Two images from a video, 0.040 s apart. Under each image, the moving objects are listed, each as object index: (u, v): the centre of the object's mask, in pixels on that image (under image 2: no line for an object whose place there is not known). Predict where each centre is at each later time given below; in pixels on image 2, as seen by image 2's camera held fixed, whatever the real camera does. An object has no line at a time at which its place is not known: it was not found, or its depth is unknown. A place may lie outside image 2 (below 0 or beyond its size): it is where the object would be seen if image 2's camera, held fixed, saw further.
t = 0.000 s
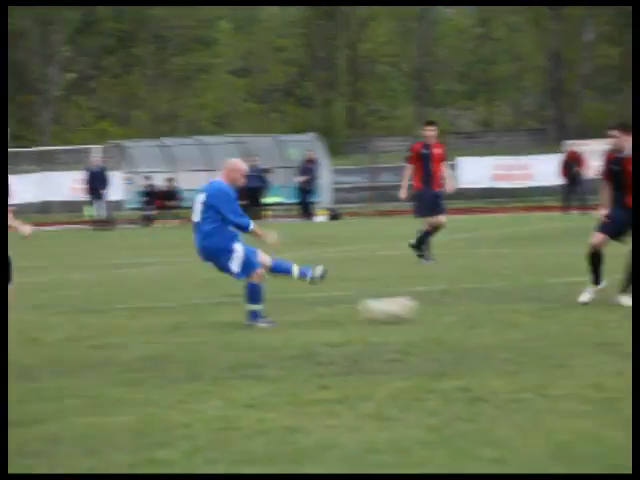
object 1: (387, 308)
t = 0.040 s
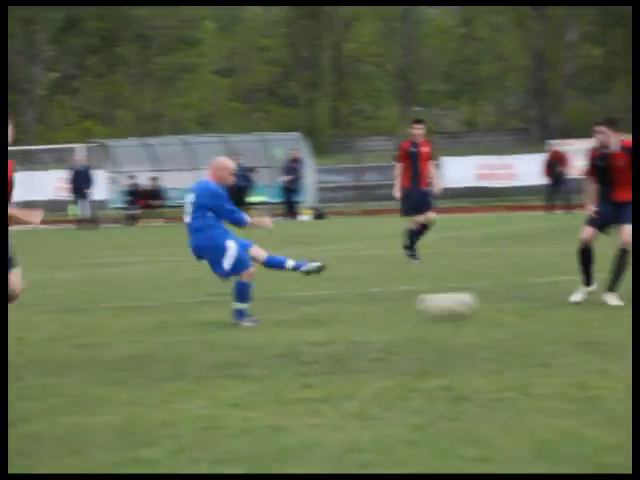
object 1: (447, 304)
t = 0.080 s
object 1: (524, 302)
